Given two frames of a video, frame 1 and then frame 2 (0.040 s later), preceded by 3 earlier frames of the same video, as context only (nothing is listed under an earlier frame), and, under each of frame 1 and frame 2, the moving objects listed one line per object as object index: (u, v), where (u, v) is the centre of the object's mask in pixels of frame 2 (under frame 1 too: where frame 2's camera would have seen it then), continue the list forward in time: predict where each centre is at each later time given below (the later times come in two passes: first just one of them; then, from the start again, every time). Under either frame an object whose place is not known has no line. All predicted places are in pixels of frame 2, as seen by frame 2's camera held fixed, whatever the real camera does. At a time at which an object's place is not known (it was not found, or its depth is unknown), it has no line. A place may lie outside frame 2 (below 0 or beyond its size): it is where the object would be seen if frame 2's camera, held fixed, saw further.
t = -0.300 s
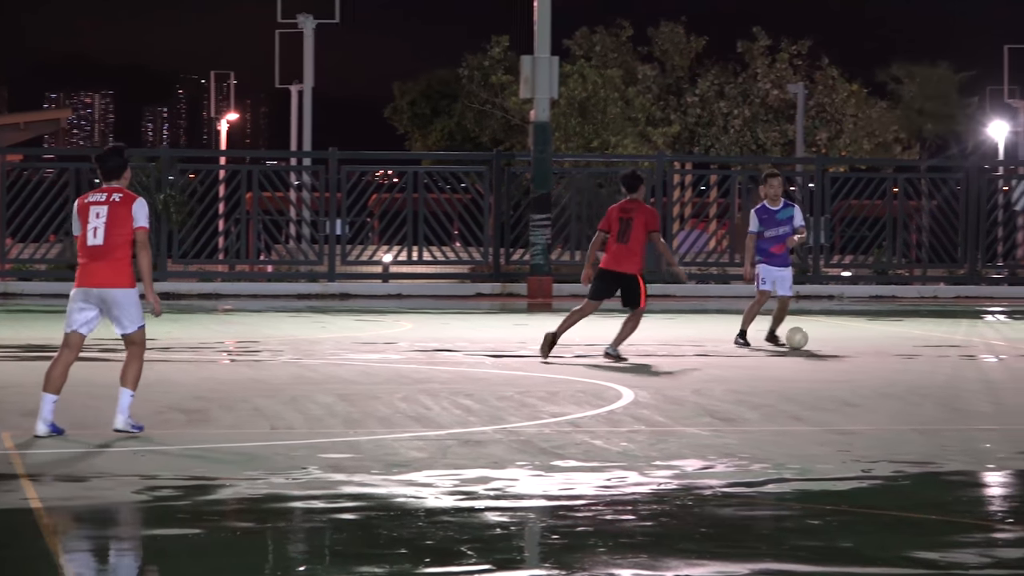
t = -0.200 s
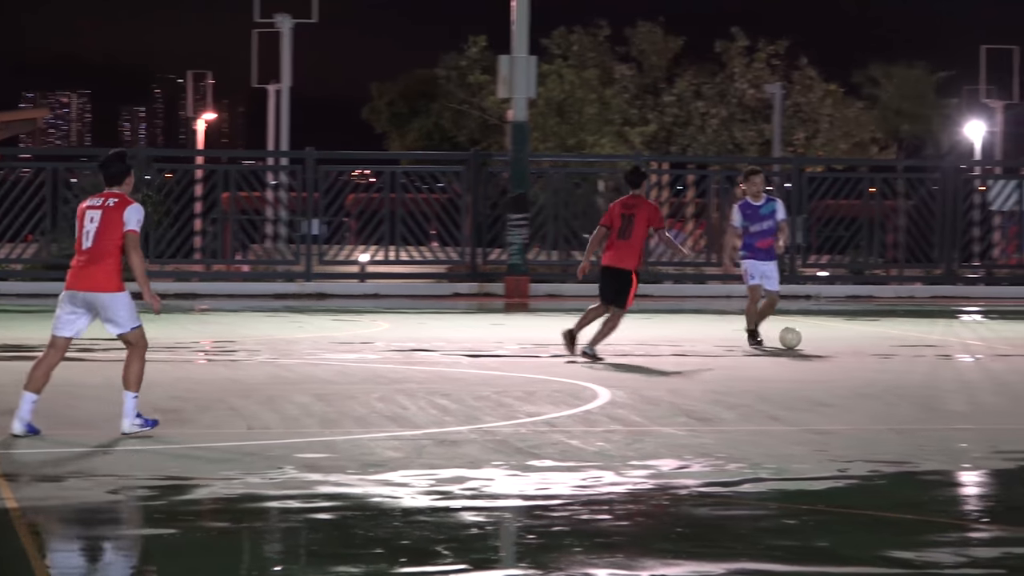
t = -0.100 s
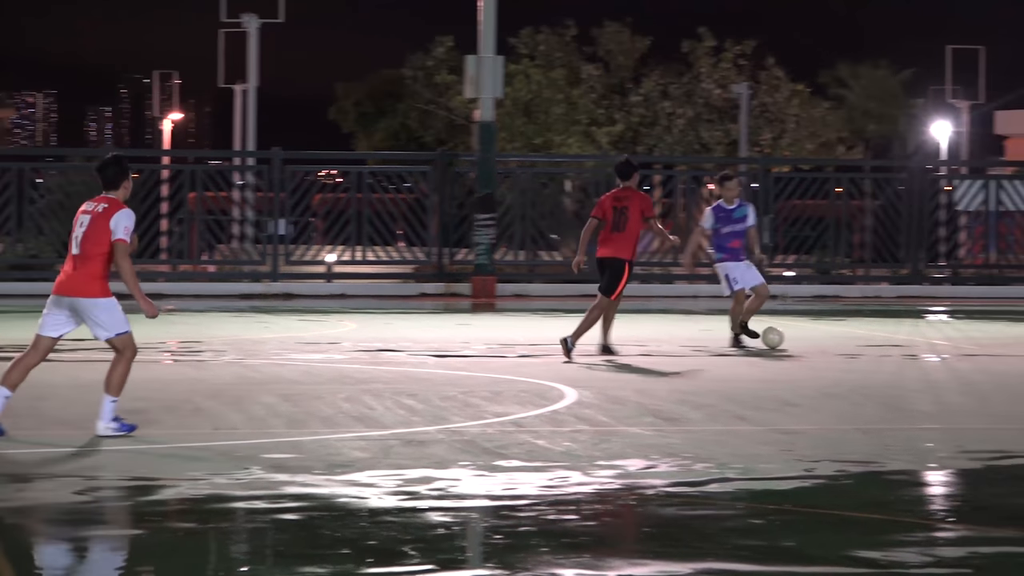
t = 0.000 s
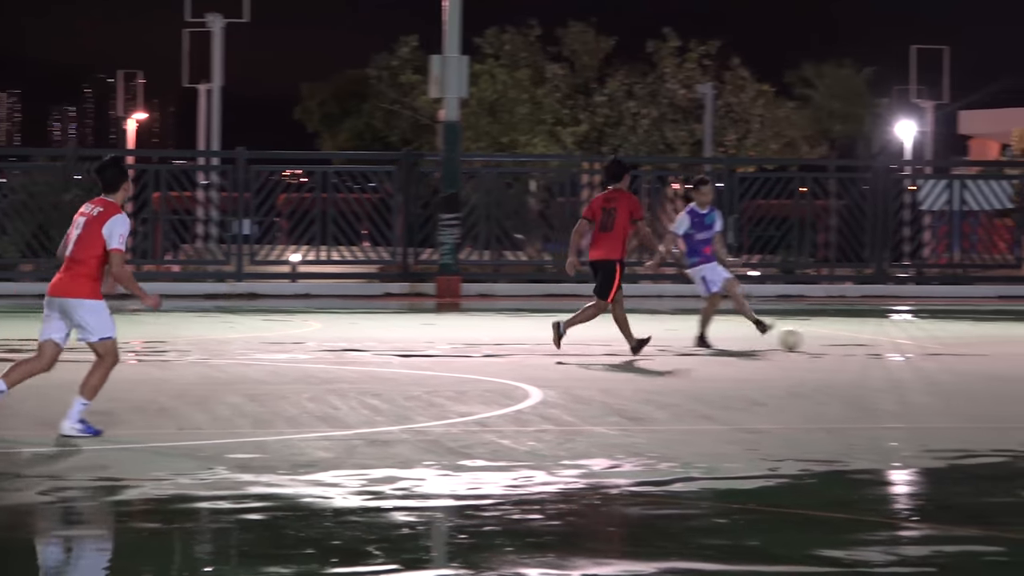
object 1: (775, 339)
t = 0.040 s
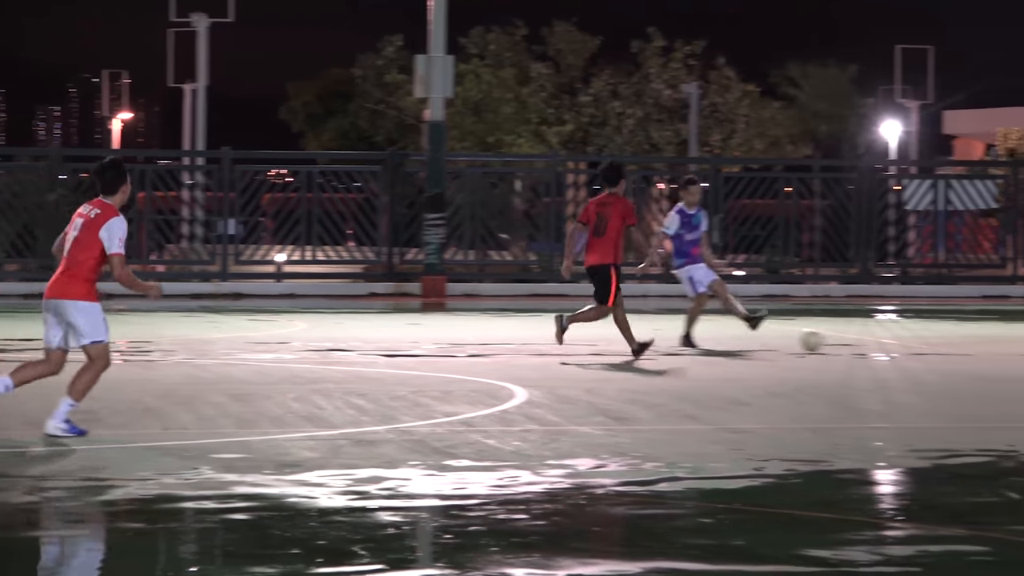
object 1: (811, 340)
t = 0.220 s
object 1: (971, 350)
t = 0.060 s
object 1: (829, 341)
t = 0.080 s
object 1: (849, 344)
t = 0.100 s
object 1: (866, 345)
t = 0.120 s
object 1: (885, 345)
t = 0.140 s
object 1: (902, 345)
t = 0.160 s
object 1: (919, 346)
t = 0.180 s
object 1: (935, 347)
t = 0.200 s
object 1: (955, 349)
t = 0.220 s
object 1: (971, 350)
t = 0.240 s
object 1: (988, 350)
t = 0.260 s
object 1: (1004, 350)
